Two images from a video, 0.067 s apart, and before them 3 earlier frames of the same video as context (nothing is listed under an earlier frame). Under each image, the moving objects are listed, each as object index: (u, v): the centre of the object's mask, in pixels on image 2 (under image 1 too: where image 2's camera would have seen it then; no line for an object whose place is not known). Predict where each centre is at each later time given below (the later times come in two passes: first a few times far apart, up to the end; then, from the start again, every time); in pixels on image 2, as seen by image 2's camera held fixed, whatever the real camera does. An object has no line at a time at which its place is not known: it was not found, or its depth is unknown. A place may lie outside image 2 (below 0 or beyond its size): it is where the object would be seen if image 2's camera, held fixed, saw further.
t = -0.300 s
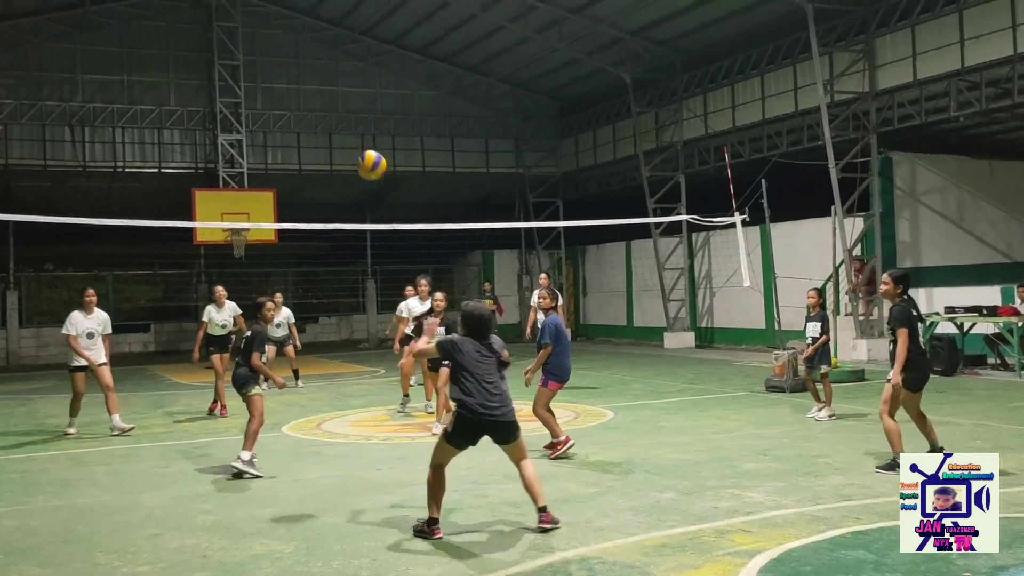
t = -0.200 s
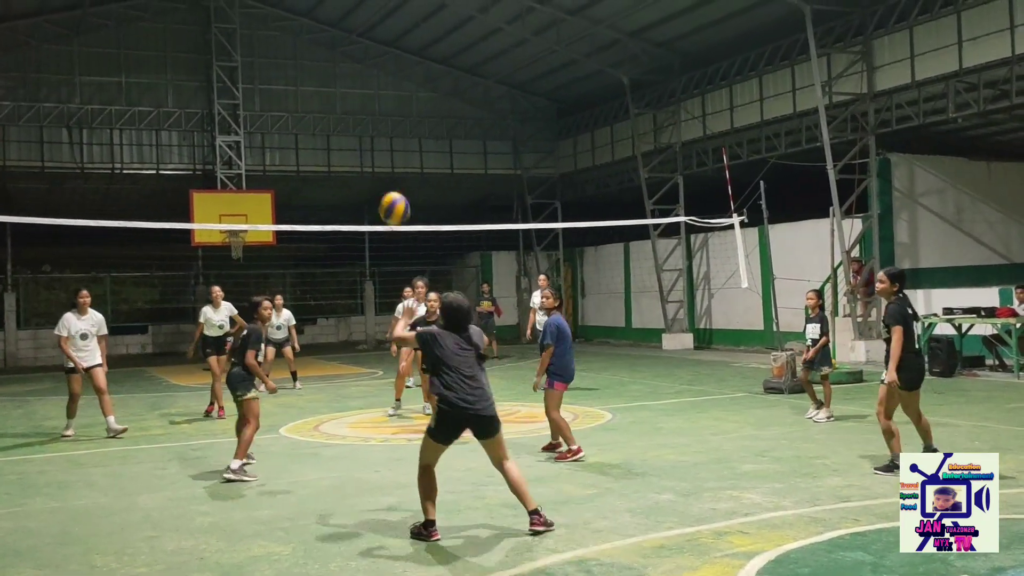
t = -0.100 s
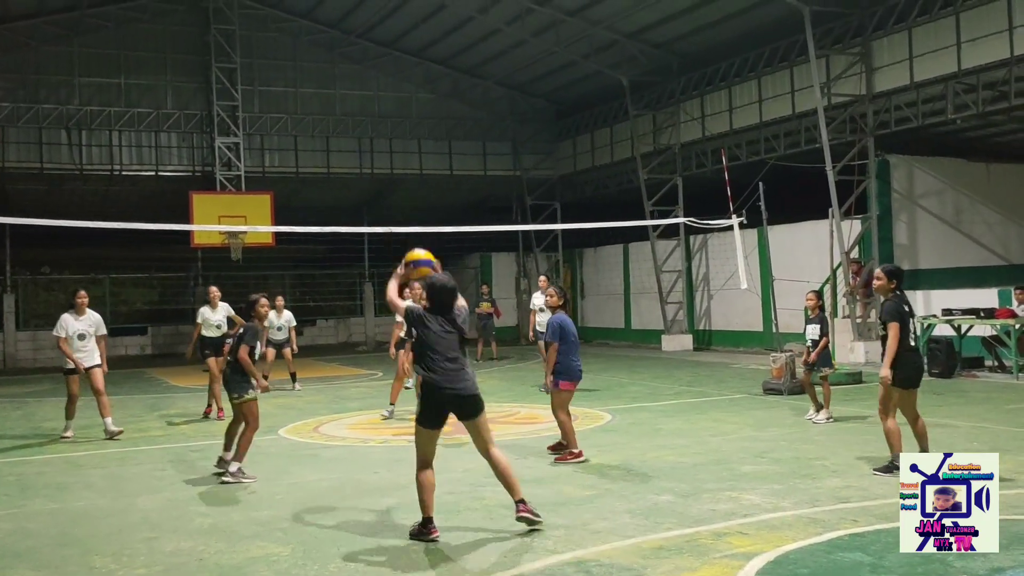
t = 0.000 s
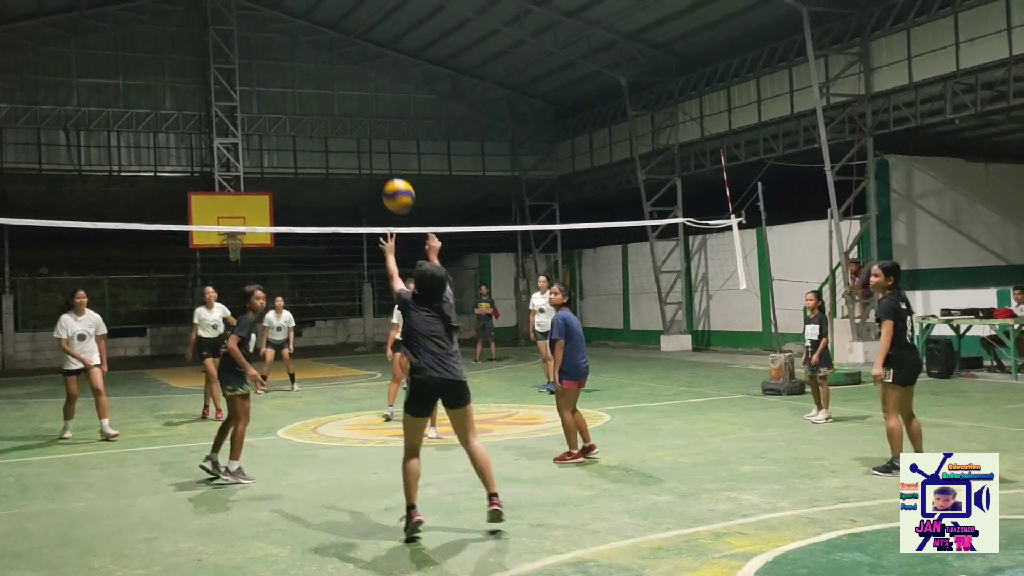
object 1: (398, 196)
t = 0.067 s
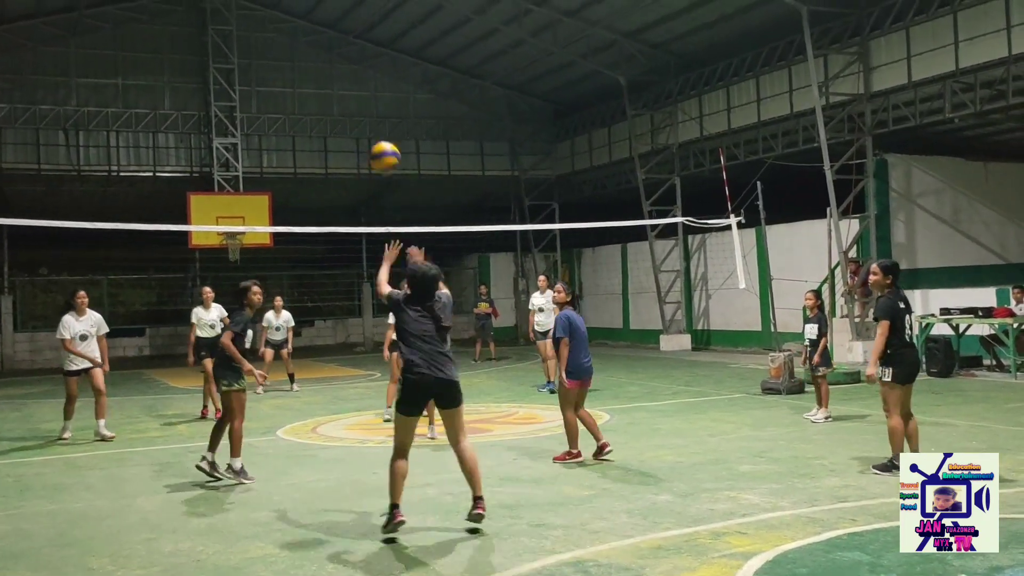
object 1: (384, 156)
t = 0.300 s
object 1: (348, 85)
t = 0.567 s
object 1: (319, 94)
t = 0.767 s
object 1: (302, 150)
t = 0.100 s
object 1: (378, 140)
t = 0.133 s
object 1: (373, 127)
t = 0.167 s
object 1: (368, 116)
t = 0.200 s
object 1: (362, 106)
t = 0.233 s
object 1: (358, 97)
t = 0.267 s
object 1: (353, 91)
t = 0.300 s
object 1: (348, 85)
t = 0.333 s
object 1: (344, 82)
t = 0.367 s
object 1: (340, 79)
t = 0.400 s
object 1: (336, 79)
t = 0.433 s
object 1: (332, 79)
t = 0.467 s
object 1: (328, 81)
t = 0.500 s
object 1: (325, 84)
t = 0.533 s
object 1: (322, 89)
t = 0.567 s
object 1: (319, 94)
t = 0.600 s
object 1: (316, 101)
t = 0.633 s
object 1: (313, 108)
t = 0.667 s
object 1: (310, 117)
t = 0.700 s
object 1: (308, 127)
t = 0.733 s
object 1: (305, 138)
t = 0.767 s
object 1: (302, 150)
